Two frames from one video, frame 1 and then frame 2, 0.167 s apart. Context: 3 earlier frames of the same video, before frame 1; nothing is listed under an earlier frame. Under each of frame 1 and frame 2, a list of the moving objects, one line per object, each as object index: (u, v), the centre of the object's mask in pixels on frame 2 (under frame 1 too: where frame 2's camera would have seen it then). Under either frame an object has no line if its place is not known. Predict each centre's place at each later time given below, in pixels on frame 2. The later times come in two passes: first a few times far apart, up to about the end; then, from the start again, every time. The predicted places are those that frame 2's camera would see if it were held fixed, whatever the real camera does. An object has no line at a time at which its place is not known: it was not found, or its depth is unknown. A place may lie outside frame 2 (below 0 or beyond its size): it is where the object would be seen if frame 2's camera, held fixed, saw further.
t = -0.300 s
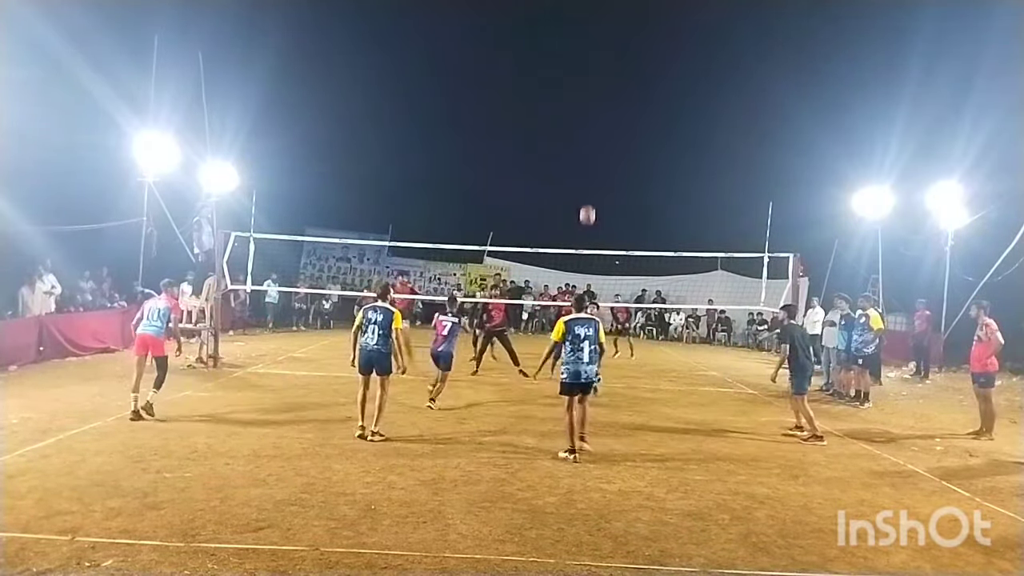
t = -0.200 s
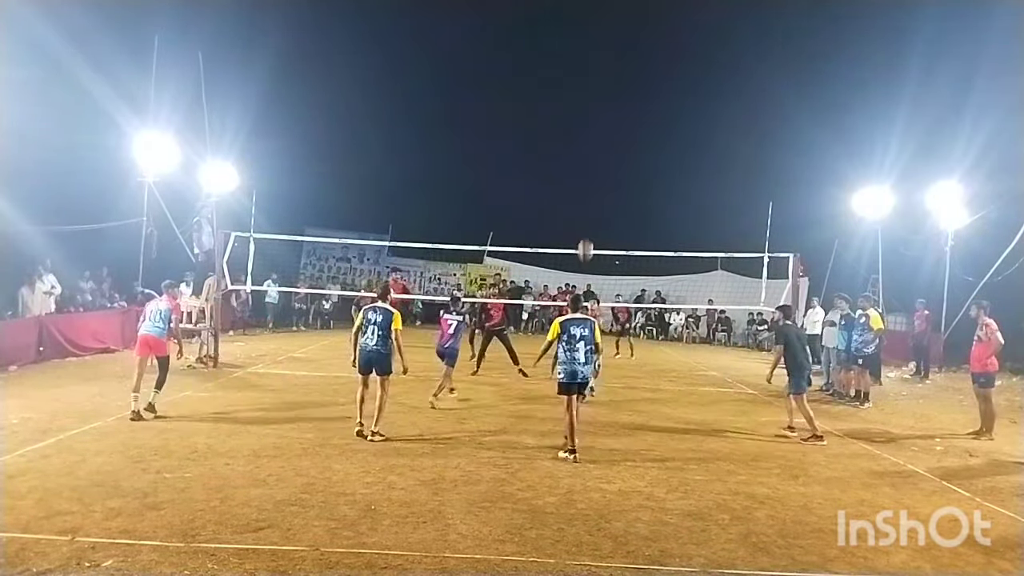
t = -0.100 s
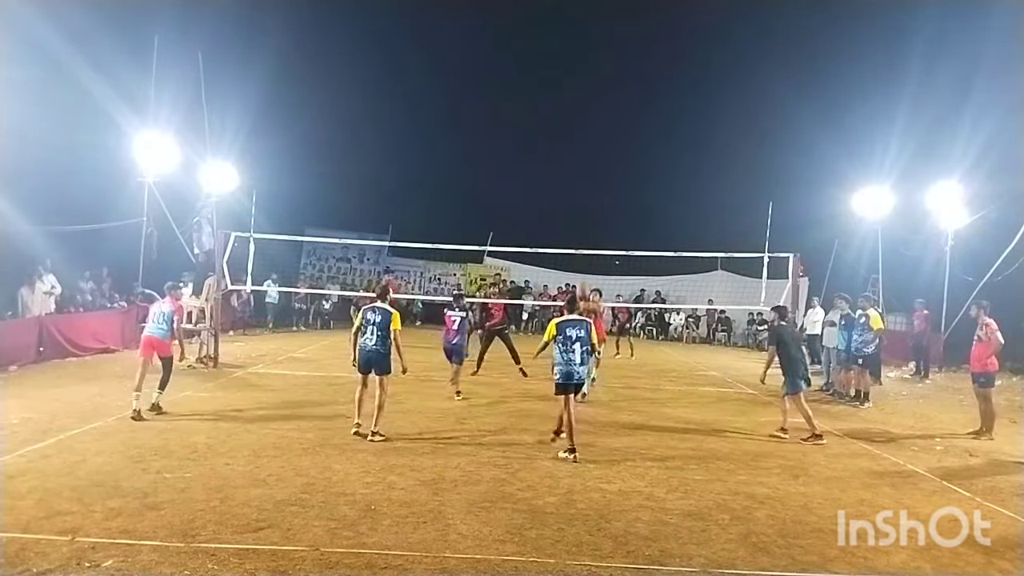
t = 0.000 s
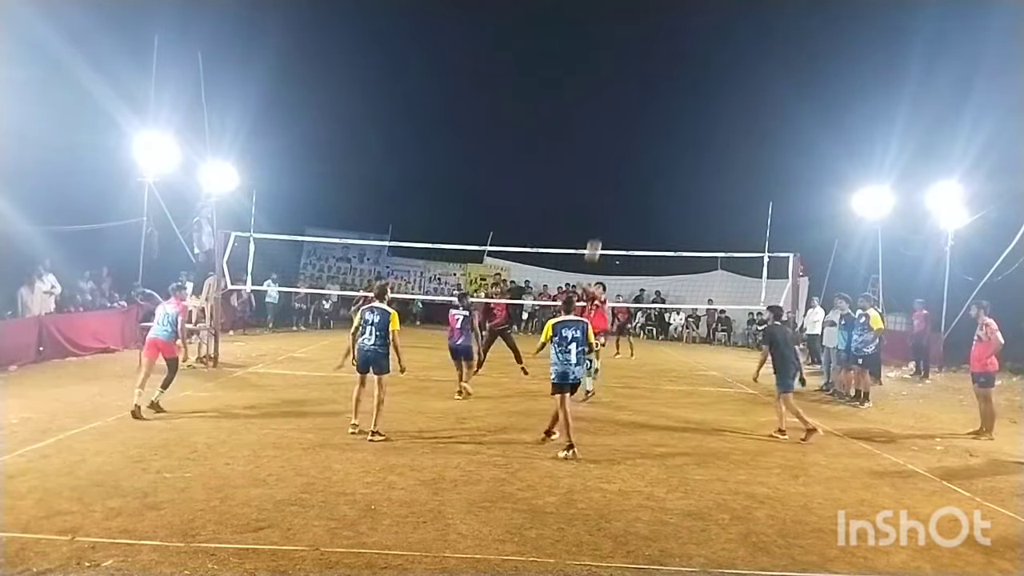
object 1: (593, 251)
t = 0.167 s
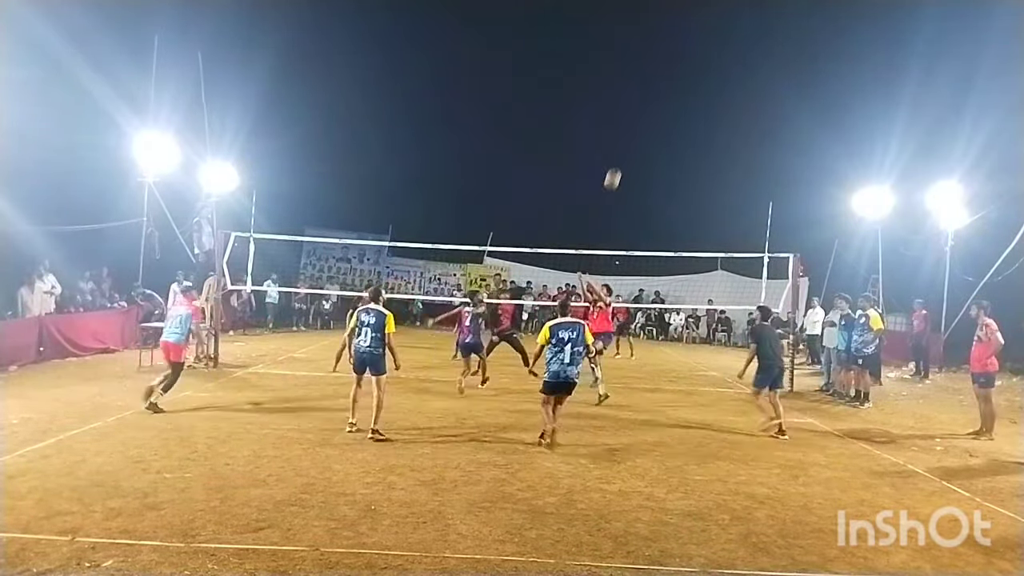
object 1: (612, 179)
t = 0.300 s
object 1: (628, 135)
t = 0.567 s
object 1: (657, 83)
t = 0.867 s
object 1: (686, 79)
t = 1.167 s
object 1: (710, 130)
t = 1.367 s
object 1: (724, 191)
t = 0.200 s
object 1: (616, 167)
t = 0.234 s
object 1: (620, 155)
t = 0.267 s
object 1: (624, 144)
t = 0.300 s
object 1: (628, 135)
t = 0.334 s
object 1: (632, 126)
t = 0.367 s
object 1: (635, 117)
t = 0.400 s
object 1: (639, 110)
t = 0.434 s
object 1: (643, 103)
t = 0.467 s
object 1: (646, 97)
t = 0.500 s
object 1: (650, 91)
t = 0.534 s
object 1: (653, 87)
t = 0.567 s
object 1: (657, 83)
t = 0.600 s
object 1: (660, 80)
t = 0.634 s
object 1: (664, 77)
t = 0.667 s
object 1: (667, 75)
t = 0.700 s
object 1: (670, 74)
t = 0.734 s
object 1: (673, 74)
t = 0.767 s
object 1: (677, 75)
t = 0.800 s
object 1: (680, 75)
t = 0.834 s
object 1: (683, 77)
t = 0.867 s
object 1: (686, 79)
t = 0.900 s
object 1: (689, 83)
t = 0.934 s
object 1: (692, 86)
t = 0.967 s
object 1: (694, 91)
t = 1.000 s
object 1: (697, 95)
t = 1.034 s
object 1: (700, 101)
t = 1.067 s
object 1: (703, 107)
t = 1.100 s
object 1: (705, 114)
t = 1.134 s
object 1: (708, 122)
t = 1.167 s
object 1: (710, 130)
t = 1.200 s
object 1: (713, 139)
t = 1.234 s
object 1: (715, 148)
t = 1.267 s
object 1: (717, 158)
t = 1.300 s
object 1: (720, 168)
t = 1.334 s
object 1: (722, 179)
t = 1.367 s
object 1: (724, 191)
